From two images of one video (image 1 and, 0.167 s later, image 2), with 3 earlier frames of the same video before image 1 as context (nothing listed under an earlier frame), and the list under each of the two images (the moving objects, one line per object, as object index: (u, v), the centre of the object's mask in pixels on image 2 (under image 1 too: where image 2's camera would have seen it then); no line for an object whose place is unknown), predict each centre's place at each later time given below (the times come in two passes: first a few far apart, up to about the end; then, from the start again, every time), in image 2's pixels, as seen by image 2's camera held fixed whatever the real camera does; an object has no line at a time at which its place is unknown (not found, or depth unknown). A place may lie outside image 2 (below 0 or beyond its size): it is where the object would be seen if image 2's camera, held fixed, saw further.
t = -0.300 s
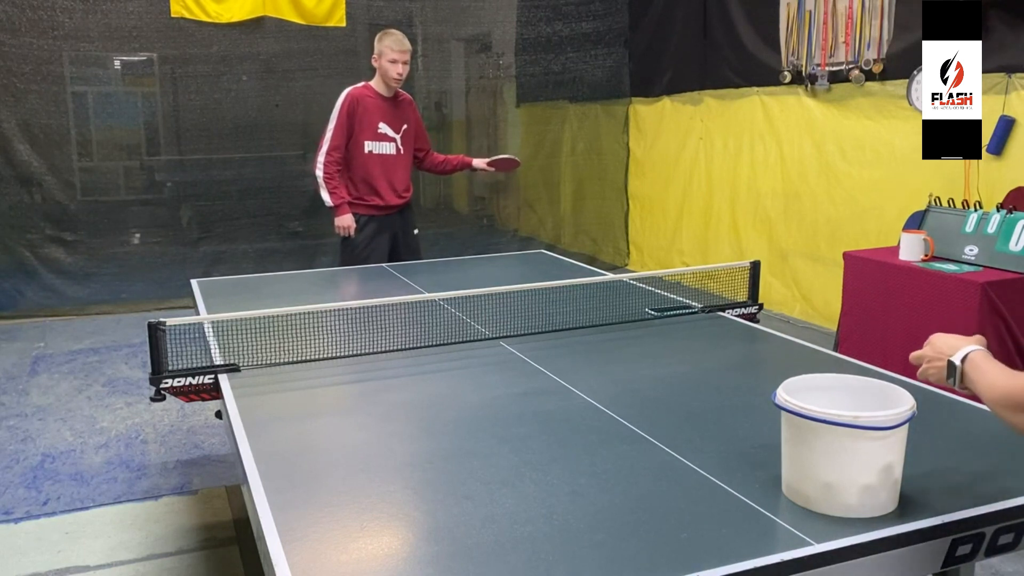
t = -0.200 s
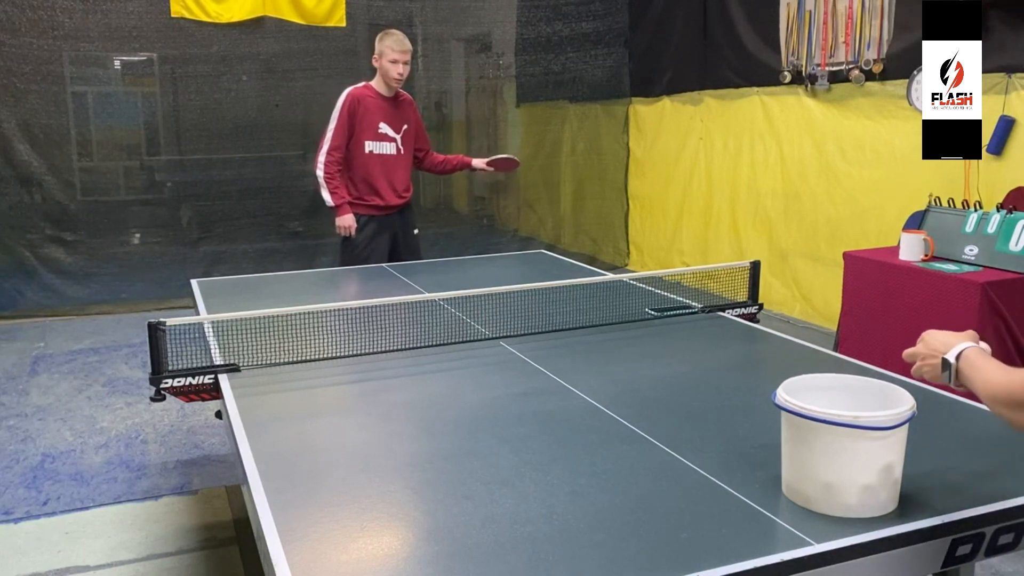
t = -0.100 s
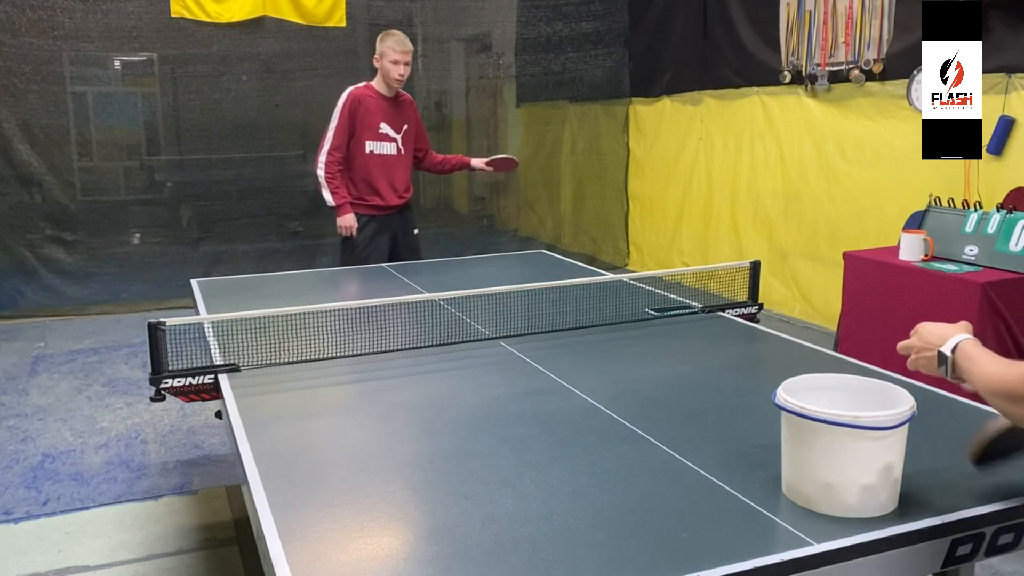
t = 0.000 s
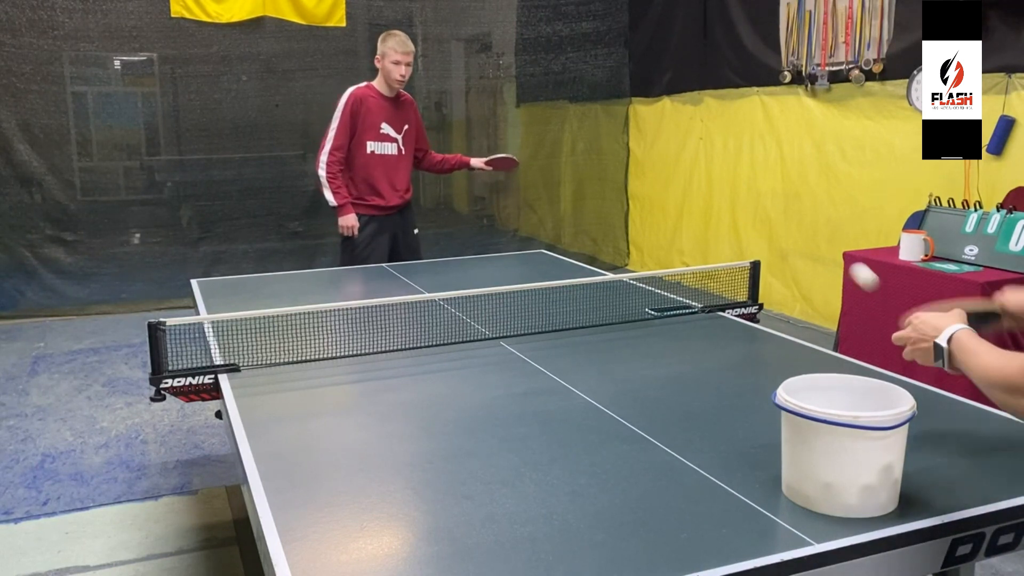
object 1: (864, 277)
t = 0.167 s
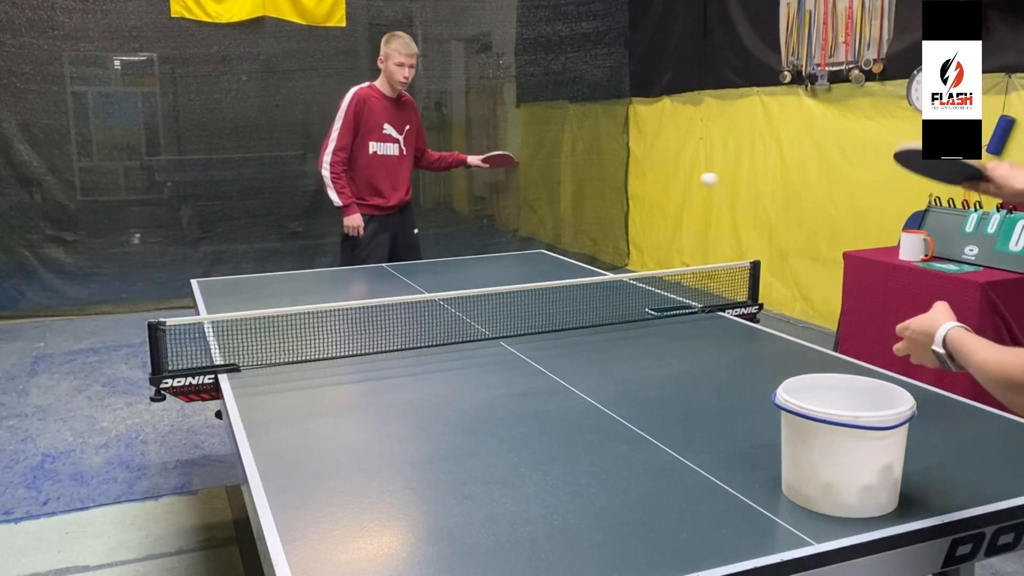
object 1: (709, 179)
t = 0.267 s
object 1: (650, 188)
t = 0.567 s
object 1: (554, 204)
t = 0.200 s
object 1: (687, 178)
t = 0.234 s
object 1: (668, 181)
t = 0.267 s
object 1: (650, 188)
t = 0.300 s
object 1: (634, 198)
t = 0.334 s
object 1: (620, 210)
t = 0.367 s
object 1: (607, 224)
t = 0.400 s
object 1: (595, 239)
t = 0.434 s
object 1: (585, 257)
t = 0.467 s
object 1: (575, 259)
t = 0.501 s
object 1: (568, 237)
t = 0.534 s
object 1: (561, 219)
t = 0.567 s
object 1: (554, 204)
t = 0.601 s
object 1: (548, 192)
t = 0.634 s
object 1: (541, 183)
